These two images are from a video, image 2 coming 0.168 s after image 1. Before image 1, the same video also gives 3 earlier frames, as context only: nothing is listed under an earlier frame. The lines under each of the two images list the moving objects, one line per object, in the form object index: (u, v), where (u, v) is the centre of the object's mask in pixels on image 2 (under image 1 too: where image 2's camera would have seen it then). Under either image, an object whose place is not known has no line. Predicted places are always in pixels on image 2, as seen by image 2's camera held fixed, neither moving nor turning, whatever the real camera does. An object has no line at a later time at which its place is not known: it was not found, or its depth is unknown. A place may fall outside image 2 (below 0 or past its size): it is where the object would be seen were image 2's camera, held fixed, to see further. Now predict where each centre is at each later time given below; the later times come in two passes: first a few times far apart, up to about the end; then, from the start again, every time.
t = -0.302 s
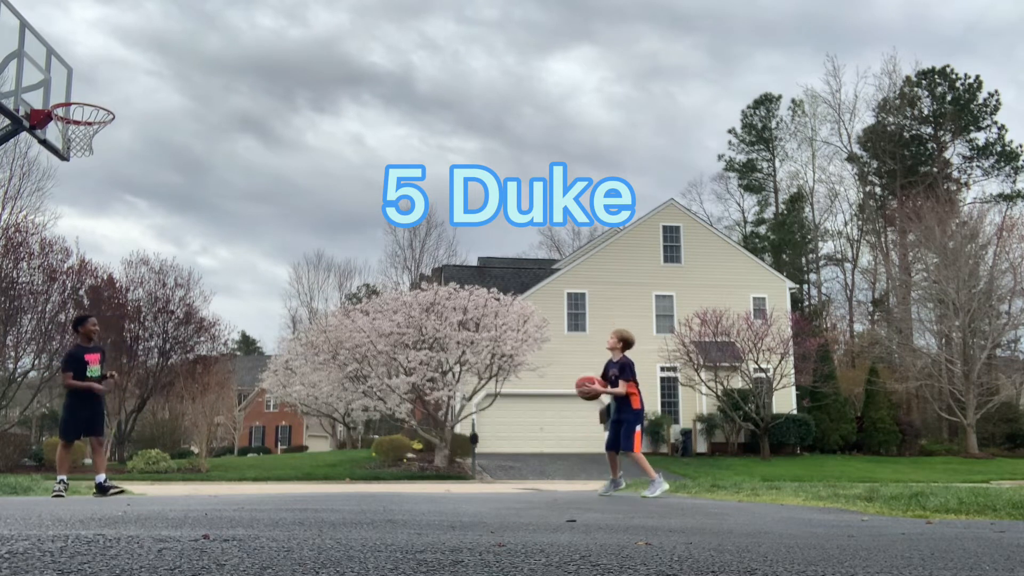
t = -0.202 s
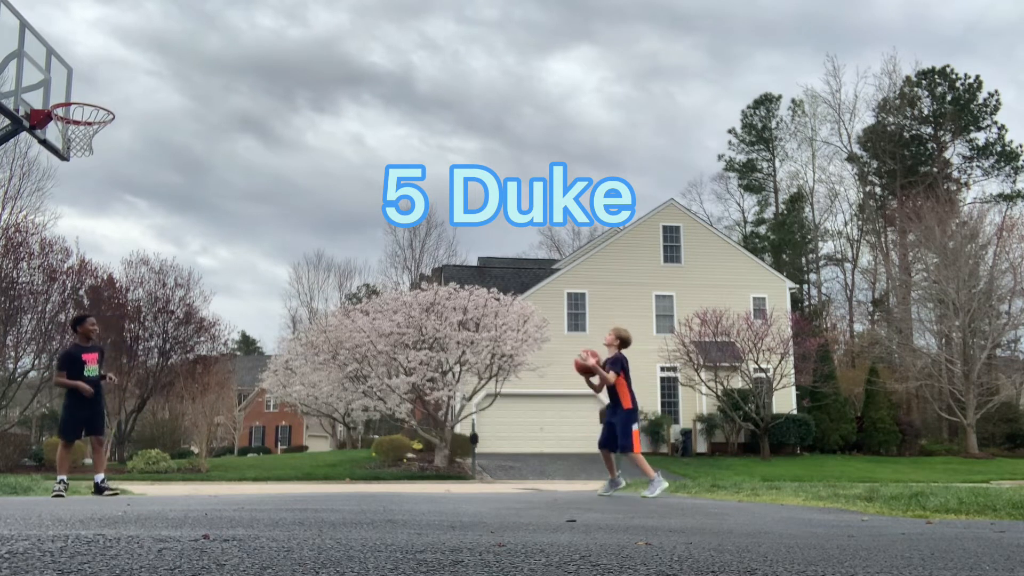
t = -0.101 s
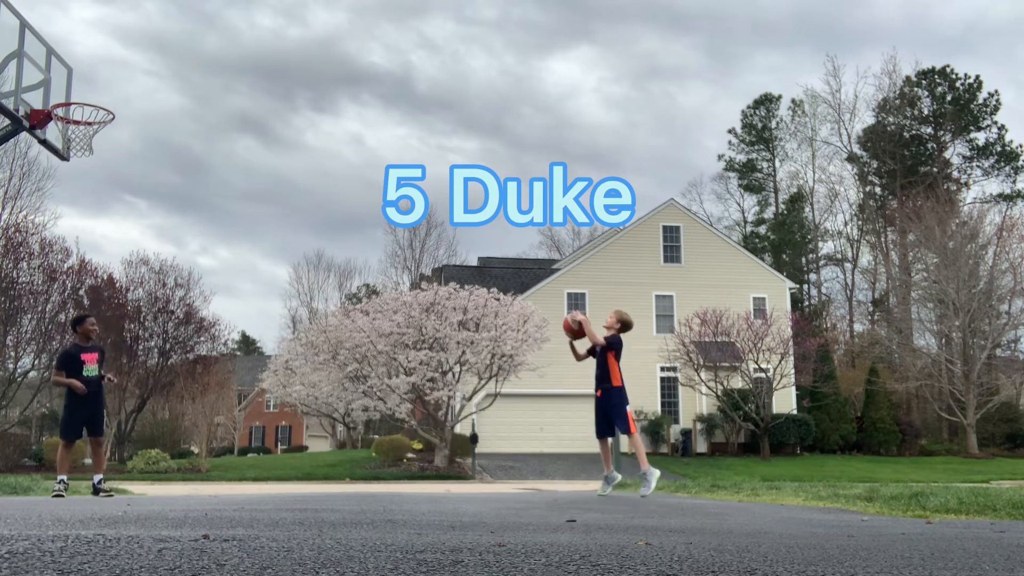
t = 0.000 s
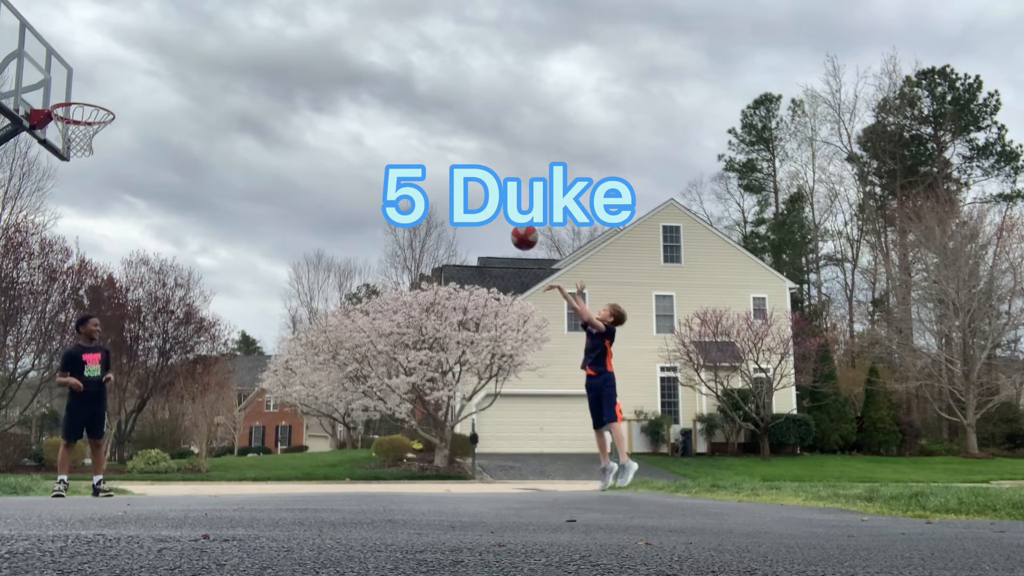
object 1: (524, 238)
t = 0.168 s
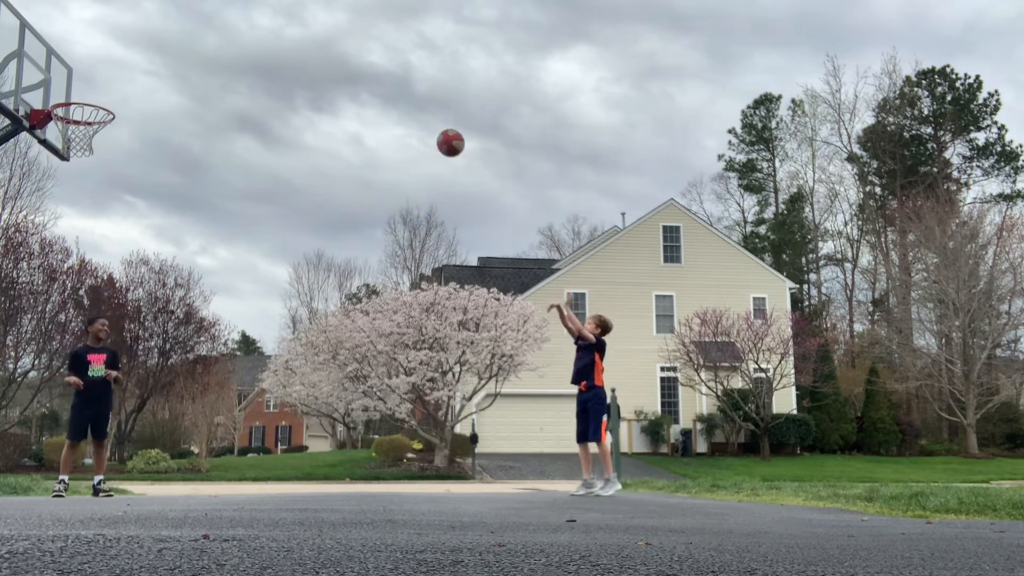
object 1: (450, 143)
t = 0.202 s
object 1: (436, 128)
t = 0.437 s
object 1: (334, 58)
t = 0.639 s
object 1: (244, 45)
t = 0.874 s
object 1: (136, 86)
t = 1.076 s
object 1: (69, 102)
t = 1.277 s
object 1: (101, 71)
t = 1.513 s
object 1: (135, 94)
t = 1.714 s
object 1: (161, 167)
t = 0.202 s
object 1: (436, 128)
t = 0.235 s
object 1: (421, 114)
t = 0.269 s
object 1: (407, 102)
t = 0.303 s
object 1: (392, 90)
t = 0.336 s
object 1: (377, 80)
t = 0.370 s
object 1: (363, 72)
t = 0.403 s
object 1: (348, 64)
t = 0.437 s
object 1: (334, 58)
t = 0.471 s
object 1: (319, 52)
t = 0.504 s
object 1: (304, 49)
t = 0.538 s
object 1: (289, 46)
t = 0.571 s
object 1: (275, 44)
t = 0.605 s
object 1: (259, 44)
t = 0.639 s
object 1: (244, 45)
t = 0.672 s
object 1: (229, 47)
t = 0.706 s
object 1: (214, 50)
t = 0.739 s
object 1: (198, 55)
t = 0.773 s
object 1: (183, 61)
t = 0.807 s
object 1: (167, 68)
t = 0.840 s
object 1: (152, 76)
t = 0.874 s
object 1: (136, 86)
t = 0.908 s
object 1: (120, 97)
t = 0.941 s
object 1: (107, 103)
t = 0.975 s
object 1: (94, 103)
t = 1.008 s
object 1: (83, 104)
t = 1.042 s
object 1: (69, 107)
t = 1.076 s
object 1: (69, 102)
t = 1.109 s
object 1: (75, 92)
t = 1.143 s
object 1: (80, 86)
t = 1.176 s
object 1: (86, 80)
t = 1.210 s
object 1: (91, 76)
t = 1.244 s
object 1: (96, 73)
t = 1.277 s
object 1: (101, 71)
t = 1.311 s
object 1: (106, 70)
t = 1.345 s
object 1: (111, 71)
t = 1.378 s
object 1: (116, 73)
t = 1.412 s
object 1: (121, 77)
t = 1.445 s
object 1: (125, 81)
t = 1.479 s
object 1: (130, 87)
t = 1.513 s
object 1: (135, 94)
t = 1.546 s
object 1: (139, 103)
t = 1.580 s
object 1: (144, 113)
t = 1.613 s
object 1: (148, 124)
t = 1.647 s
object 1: (153, 137)
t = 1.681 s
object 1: (157, 151)
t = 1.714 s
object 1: (161, 167)
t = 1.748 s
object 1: (166, 184)
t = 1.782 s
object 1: (170, 202)
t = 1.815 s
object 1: (174, 222)
